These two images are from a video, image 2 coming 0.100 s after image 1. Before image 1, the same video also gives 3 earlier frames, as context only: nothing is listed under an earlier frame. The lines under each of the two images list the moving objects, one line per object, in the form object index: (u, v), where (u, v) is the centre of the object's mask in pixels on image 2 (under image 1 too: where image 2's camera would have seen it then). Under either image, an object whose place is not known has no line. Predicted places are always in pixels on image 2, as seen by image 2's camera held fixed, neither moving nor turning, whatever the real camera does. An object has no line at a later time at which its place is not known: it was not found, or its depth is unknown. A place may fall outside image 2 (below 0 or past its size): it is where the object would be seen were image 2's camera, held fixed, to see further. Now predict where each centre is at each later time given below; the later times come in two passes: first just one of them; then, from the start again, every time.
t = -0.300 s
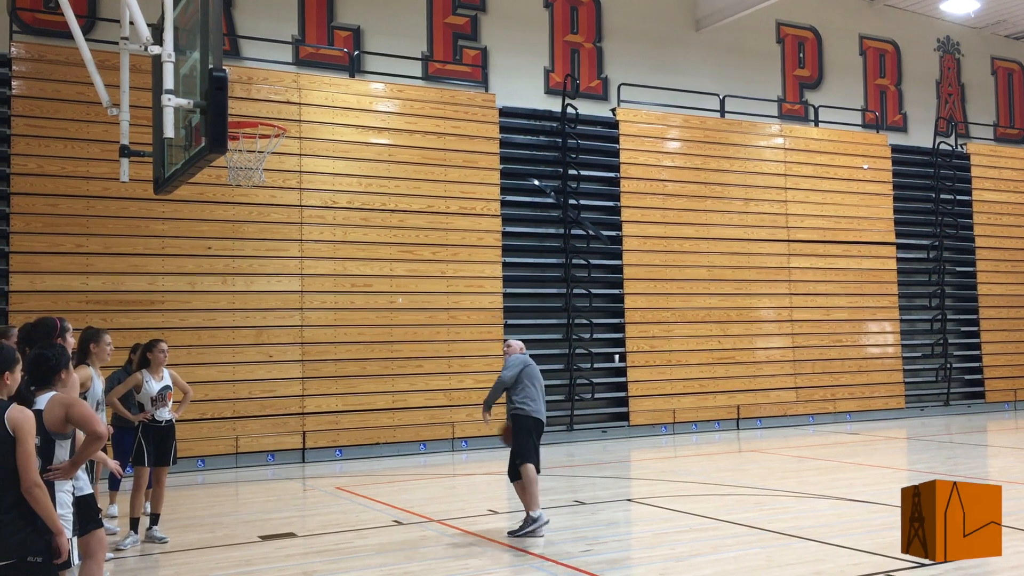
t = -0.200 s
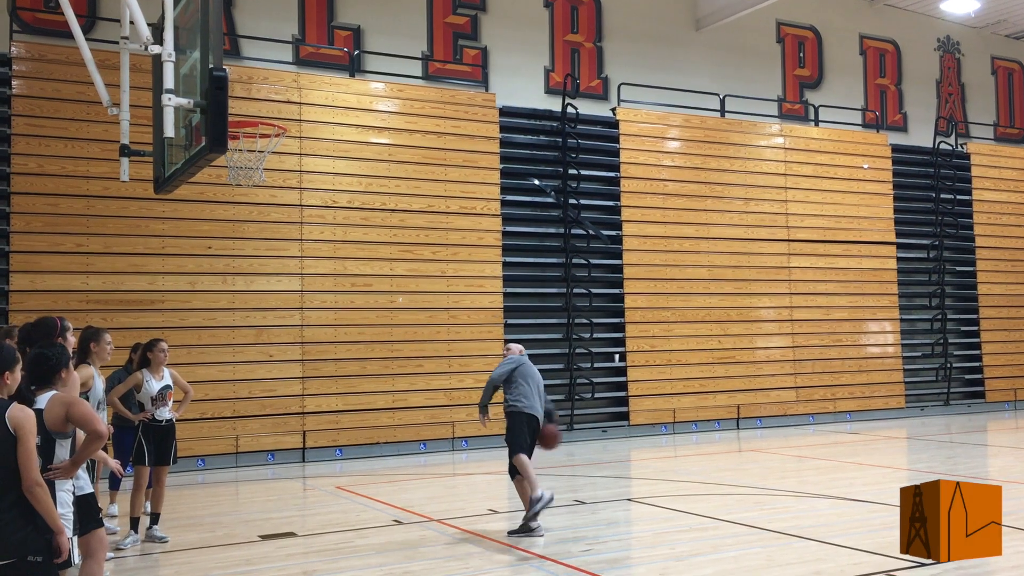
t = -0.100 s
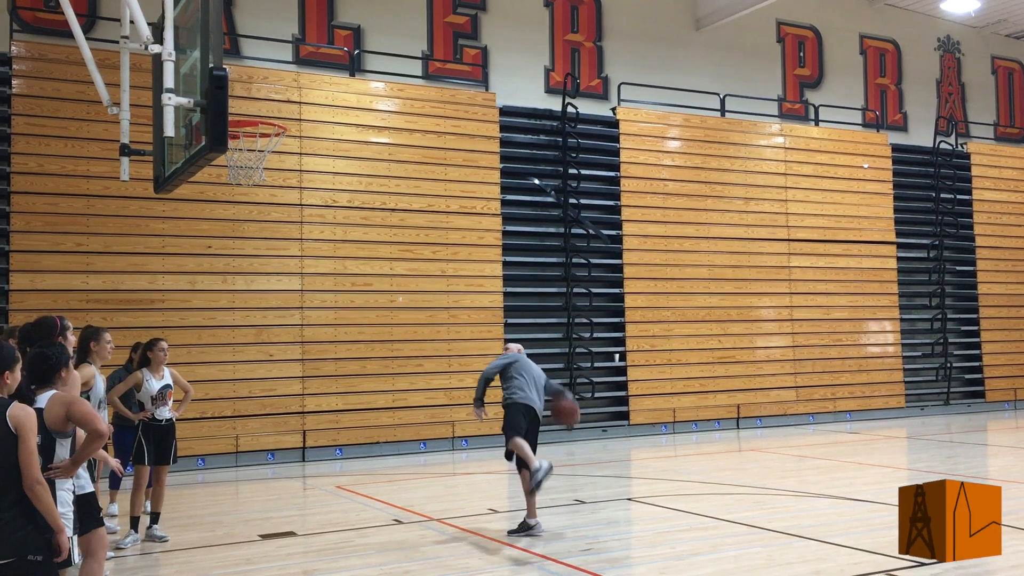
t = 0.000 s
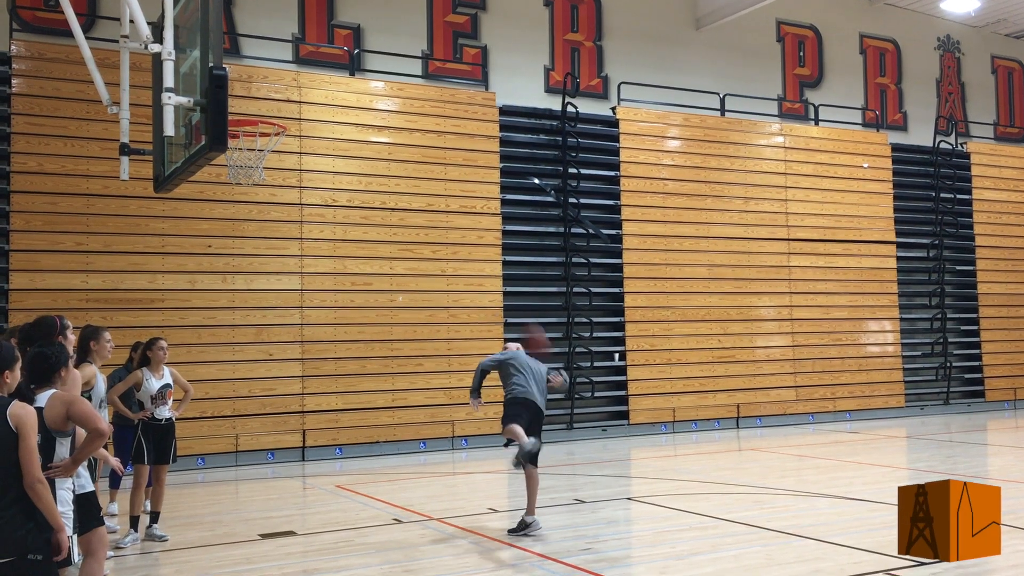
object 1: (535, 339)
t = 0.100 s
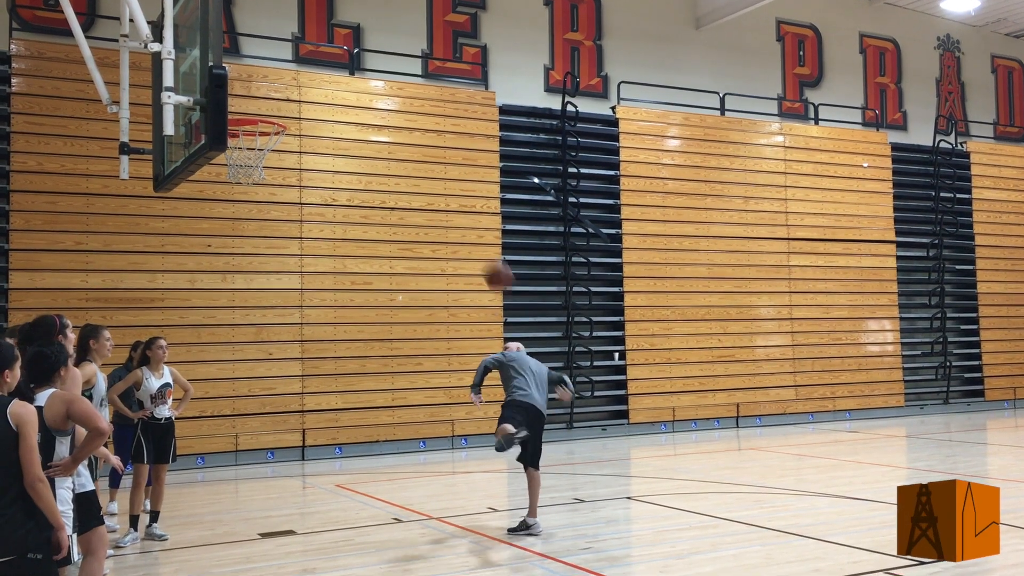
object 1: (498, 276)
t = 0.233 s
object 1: (449, 205)
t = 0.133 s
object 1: (485, 256)
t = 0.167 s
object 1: (474, 238)
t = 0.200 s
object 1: (461, 221)
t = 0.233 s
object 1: (449, 205)
